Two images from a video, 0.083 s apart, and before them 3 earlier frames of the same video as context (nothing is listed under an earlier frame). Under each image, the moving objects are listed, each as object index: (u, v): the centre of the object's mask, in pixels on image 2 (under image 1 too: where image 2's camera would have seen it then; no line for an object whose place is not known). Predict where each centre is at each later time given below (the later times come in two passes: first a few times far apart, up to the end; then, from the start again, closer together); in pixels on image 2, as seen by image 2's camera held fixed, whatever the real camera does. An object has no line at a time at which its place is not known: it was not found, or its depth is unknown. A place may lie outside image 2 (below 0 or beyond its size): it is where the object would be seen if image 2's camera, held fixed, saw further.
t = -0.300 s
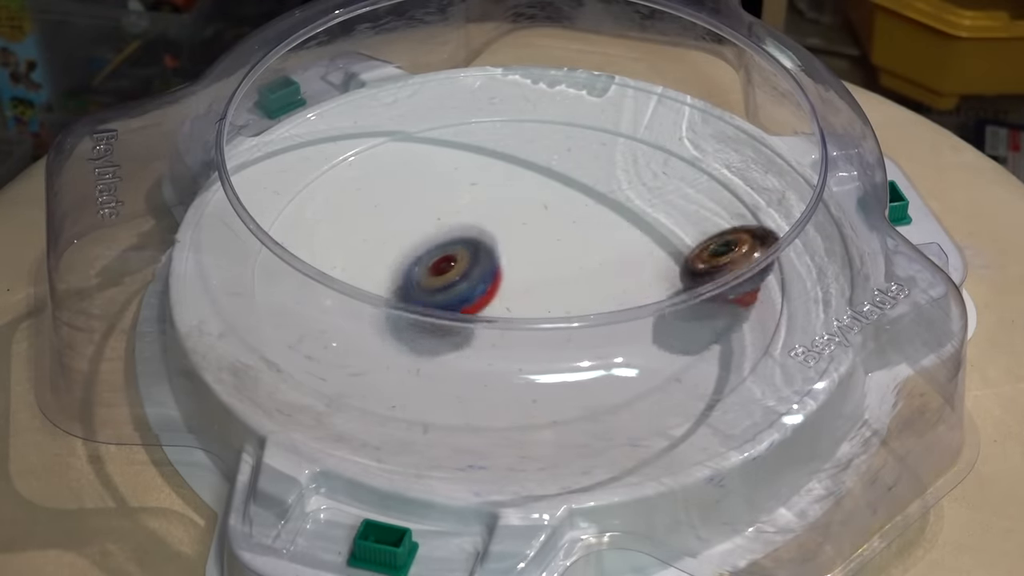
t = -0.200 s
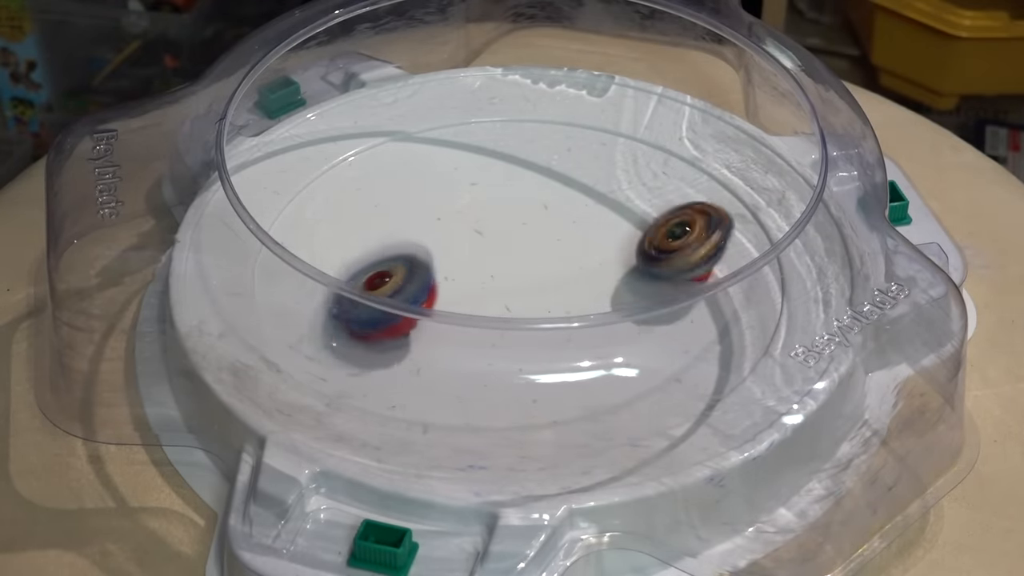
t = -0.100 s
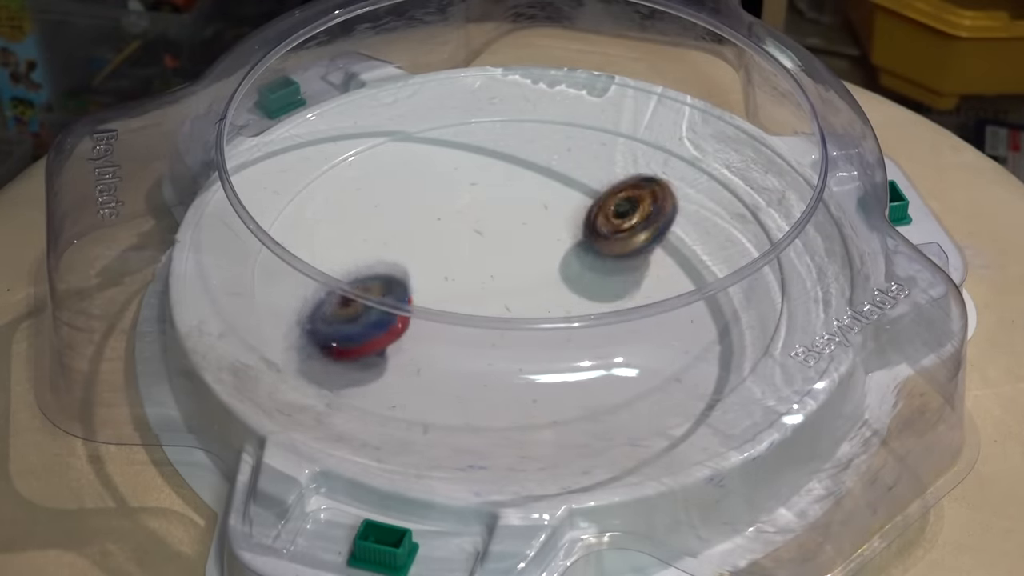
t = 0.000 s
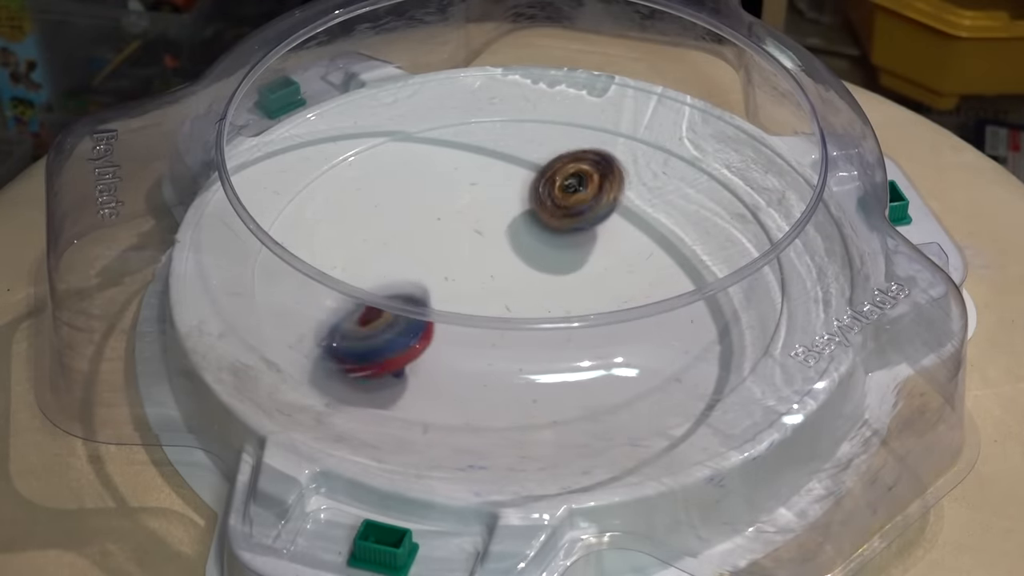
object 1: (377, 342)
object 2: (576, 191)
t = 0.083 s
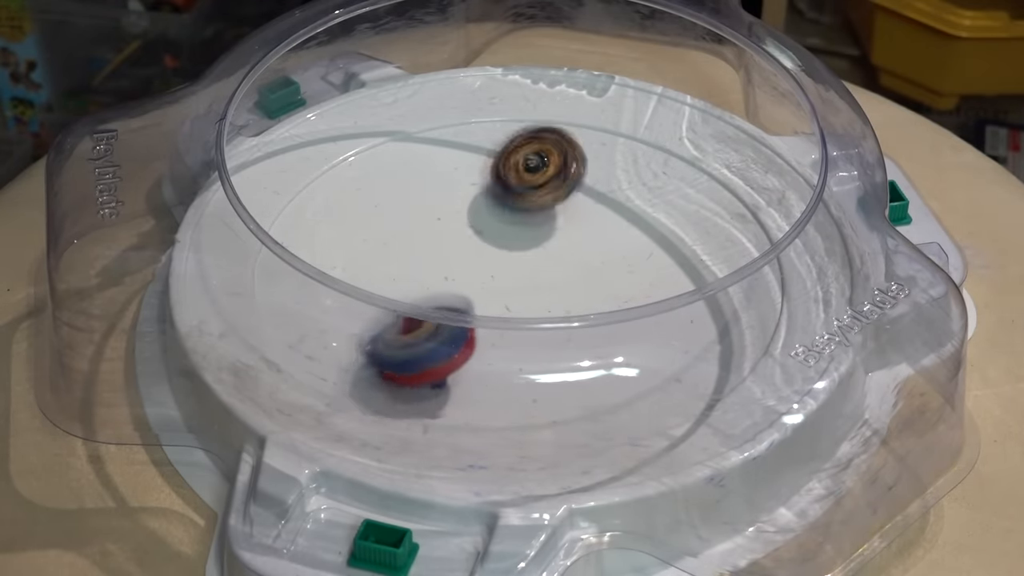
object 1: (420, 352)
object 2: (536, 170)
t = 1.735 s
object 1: (485, 203)
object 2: (609, 201)
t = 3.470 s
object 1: (594, 174)
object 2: (352, 255)
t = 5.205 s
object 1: (383, 315)
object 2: (525, 286)
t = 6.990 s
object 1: (623, 266)
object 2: (508, 285)
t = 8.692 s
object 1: (594, 274)
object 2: (490, 264)
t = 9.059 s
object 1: (683, 320)
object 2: (372, 198)
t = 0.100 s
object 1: (430, 353)
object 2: (528, 166)
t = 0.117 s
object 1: (441, 353)
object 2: (521, 163)
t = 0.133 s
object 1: (452, 354)
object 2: (514, 158)
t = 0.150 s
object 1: (468, 344)
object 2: (506, 157)
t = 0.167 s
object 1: (479, 343)
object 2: (499, 155)
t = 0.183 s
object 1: (485, 354)
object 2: (493, 152)
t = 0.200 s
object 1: (500, 345)
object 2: (486, 153)
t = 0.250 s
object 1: (531, 332)
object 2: (470, 154)
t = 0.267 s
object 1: (540, 330)
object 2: (465, 155)
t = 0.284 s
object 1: (549, 326)
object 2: (460, 157)
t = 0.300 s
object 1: (558, 322)
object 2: (456, 160)
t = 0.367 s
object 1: (582, 307)
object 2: (439, 174)
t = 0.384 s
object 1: (587, 302)
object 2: (435, 180)
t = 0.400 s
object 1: (587, 290)
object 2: (432, 185)
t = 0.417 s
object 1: (590, 288)
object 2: (429, 191)
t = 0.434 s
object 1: (590, 285)
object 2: (425, 198)
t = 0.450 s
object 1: (590, 283)
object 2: (423, 204)
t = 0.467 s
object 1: (589, 281)
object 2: (419, 210)
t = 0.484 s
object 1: (587, 280)
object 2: (416, 217)
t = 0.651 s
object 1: (524, 266)
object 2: (387, 273)
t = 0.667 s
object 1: (514, 266)
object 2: (382, 289)
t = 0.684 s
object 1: (504, 265)
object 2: (382, 295)
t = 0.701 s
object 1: (494, 265)
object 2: (385, 298)
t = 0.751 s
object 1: (462, 265)
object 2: (386, 323)
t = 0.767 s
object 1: (452, 265)
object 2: (388, 335)
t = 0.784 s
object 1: (442, 266)
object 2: (393, 339)
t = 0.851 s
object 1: (403, 268)
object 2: (412, 350)
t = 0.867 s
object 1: (395, 267)
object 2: (419, 353)
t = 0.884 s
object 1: (387, 267)
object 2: (426, 356)
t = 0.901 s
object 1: (381, 269)
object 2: (432, 358)
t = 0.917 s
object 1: (375, 269)
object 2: (441, 360)
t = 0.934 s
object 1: (365, 275)
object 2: (449, 362)
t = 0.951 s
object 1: (359, 278)
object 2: (457, 363)
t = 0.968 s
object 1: (354, 282)
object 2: (466, 365)
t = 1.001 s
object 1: (349, 286)
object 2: (483, 367)
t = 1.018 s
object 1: (343, 294)
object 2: (493, 367)
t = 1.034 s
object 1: (344, 295)
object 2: (502, 368)
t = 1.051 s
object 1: (342, 298)
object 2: (513, 366)
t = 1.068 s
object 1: (342, 301)
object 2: (523, 366)
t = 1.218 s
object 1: (375, 331)
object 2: (604, 348)
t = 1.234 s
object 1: (382, 333)
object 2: (616, 346)
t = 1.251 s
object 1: (391, 335)
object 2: (619, 341)
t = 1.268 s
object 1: (398, 337)
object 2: (628, 331)
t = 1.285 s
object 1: (408, 331)
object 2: (635, 326)
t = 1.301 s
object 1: (416, 332)
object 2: (641, 317)
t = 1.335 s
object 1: (432, 328)
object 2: (651, 307)
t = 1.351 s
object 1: (440, 326)
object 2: (657, 298)
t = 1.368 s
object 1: (446, 324)
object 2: (662, 291)
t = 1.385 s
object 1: (458, 315)
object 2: (664, 284)
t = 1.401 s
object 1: (462, 313)
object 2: (664, 280)
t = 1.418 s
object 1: (470, 309)
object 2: (664, 270)
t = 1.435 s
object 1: (477, 304)
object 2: (666, 266)
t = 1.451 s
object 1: (482, 292)
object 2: (666, 262)
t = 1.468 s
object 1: (487, 289)
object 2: (666, 259)
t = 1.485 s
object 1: (492, 286)
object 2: (665, 253)
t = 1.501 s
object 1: (497, 282)
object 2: (664, 248)
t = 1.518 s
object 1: (501, 279)
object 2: (661, 243)
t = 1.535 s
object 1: (504, 274)
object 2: (659, 237)
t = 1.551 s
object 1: (507, 267)
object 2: (655, 232)
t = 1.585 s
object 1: (511, 255)
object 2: (648, 223)
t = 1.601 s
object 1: (512, 249)
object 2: (643, 219)
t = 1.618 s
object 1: (513, 243)
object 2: (637, 216)
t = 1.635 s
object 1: (513, 237)
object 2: (633, 213)
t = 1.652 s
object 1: (513, 231)
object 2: (626, 209)
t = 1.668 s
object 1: (513, 226)
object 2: (619, 208)
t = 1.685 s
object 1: (508, 220)
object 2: (615, 206)
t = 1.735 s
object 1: (485, 203)
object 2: (609, 201)
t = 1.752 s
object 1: (478, 199)
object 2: (604, 200)
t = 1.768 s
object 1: (470, 195)
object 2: (599, 201)
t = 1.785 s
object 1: (463, 191)
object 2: (593, 202)
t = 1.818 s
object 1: (449, 184)
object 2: (579, 204)
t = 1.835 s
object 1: (443, 181)
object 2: (572, 205)
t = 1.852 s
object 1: (437, 180)
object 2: (564, 207)
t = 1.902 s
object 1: (419, 177)
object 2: (537, 212)
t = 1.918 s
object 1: (415, 176)
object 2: (526, 216)
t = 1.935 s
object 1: (411, 176)
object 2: (517, 218)
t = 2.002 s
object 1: (392, 178)
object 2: (482, 231)
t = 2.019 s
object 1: (385, 178)
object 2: (475, 236)
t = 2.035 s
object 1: (381, 178)
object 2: (470, 240)
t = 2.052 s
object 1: (377, 179)
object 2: (462, 243)
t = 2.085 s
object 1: (370, 183)
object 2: (449, 252)
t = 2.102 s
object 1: (367, 185)
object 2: (442, 255)
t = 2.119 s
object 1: (365, 187)
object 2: (436, 260)
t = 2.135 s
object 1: (364, 190)
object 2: (431, 264)
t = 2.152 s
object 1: (364, 193)
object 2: (427, 267)
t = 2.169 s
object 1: (365, 195)
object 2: (423, 270)
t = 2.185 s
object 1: (366, 198)
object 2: (419, 274)
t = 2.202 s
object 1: (368, 200)
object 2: (416, 275)
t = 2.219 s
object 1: (372, 203)
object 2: (413, 277)
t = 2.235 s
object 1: (376, 207)
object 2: (411, 280)
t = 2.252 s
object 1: (381, 209)
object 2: (409, 281)
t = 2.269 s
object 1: (387, 212)
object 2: (408, 282)
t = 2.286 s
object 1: (394, 215)
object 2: (405, 300)
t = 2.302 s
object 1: (401, 218)
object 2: (407, 304)
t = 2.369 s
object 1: (432, 227)
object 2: (415, 316)
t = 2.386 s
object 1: (440, 229)
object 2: (418, 320)
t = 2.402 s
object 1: (449, 231)
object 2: (423, 322)
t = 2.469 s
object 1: (485, 237)
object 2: (444, 331)
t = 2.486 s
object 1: (494, 238)
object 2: (451, 335)
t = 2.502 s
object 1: (504, 239)
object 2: (457, 334)
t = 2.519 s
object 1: (514, 237)
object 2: (465, 335)
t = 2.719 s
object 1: (595, 230)
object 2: (562, 329)
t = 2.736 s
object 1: (598, 229)
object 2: (572, 328)
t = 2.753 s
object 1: (602, 228)
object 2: (578, 320)
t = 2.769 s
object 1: (605, 228)
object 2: (586, 316)
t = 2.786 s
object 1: (608, 225)
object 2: (595, 314)
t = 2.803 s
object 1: (609, 225)
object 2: (602, 309)
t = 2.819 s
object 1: (611, 223)
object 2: (607, 303)
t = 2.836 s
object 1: (613, 221)
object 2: (612, 299)
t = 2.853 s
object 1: (614, 221)
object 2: (616, 289)
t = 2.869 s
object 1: (615, 217)
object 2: (618, 296)
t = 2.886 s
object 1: (617, 213)
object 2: (620, 285)
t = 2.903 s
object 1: (617, 209)
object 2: (621, 286)
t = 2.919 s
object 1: (617, 206)
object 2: (622, 284)
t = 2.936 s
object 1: (617, 203)
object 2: (621, 282)
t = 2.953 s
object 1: (616, 199)
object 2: (620, 281)
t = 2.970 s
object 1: (615, 195)
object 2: (620, 280)
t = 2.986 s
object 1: (614, 194)
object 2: (617, 279)
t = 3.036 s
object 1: (608, 188)
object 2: (608, 276)
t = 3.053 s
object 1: (607, 186)
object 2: (603, 275)
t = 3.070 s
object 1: (604, 185)
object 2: (600, 273)
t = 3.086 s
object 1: (602, 184)
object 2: (596, 271)
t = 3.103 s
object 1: (599, 184)
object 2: (591, 268)
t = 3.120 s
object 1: (598, 183)
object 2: (586, 266)
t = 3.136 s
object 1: (596, 183)
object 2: (582, 262)
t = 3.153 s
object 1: (598, 182)
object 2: (573, 262)
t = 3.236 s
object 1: (618, 159)
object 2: (504, 274)
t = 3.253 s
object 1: (620, 157)
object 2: (490, 274)
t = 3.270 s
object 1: (620, 155)
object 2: (478, 274)
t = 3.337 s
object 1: (617, 152)
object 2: (428, 270)
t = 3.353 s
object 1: (615, 153)
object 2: (415, 269)
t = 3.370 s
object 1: (612, 154)
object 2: (404, 268)
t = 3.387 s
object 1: (610, 156)
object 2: (393, 265)
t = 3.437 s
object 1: (601, 165)
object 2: (365, 257)
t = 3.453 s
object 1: (597, 169)
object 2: (357, 256)
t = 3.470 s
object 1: (594, 174)
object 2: (352, 255)
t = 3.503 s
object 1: (588, 185)
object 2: (343, 253)
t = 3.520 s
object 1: (585, 193)
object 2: (341, 252)
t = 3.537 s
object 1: (582, 200)
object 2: (336, 260)
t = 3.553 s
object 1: (580, 207)
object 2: (336, 260)
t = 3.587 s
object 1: (577, 222)
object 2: (340, 261)
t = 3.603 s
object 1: (575, 231)
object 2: (343, 258)
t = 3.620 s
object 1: (574, 239)
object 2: (345, 264)
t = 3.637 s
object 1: (573, 247)
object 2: (348, 264)
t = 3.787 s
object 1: (573, 305)
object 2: (407, 272)
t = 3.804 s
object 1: (575, 311)
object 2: (417, 274)
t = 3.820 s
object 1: (577, 315)
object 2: (427, 277)
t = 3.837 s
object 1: (577, 318)
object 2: (437, 280)
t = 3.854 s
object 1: (576, 318)
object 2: (448, 283)
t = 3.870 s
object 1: (581, 329)
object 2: (461, 286)
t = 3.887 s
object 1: (584, 330)
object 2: (472, 289)
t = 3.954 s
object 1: (607, 342)
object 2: (510, 292)
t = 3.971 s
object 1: (616, 352)
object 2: (517, 292)
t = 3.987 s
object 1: (621, 354)
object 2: (524, 292)
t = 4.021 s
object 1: (636, 354)
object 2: (539, 290)
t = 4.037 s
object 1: (637, 355)
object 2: (546, 289)
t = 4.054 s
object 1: (644, 354)
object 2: (553, 289)
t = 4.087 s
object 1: (651, 353)
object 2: (567, 286)
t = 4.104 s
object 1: (656, 352)
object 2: (573, 286)
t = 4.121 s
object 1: (658, 351)
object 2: (579, 284)
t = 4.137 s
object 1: (659, 350)
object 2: (585, 281)
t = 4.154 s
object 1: (660, 349)
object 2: (589, 281)
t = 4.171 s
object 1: (661, 349)
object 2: (594, 278)
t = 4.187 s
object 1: (661, 348)
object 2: (599, 276)
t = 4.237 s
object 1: (658, 346)
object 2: (607, 271)
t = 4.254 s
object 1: (655, 346)
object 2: (609, 268)
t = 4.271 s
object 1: (650, 345)
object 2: (608, 268)
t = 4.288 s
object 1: (647, 344)
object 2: (610, 263)
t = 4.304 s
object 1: (641, 336)
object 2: (609, 263)
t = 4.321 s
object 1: (638, 343)
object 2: (608, 261)
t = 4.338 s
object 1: (629, 334)
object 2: (606, 259)
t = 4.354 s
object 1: (622, 334)
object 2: (605, 257)
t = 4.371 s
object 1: (615, 332)
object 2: (604, 256)
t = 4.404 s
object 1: (598, 327)
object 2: (601, 252)
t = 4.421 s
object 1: (589, 328)
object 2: (599, 251)
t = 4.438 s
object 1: (580, 328)
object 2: (596, 249)
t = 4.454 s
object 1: (570, 316)
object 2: (594, 247)
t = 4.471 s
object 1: (561, 318)
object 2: (591, 248)
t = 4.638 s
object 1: (483, 304)
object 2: (542, 245)
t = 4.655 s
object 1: (477, 301)
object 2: (536, 246)
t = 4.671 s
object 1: (470, 302)
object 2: (530, 246)
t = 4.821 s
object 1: (422, 308)
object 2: (486, 253)
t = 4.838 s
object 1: (421, 308)
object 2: (483, 255)
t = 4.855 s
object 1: (410, 316)
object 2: (478, 258)
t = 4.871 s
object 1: (407, 315)
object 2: (477, 258)
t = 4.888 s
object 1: (407, 317)
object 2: (475, 259)
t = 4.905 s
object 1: (403, 317)
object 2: (475, 261)
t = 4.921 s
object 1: (399, 320)
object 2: (473, 263)
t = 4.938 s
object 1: (398, 320)
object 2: (472, 263)
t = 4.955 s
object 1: (397, 320)
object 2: (473, 266)
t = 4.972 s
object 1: (396, 321)
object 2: (474, 267)
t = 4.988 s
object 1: (395, 322)
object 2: (473, 268)
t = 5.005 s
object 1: (396, 321)
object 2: (475, 270)
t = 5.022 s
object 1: (395, 322)
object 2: (475, 273)
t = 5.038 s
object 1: (395, 322)
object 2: (477, 274)
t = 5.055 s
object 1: (394, 322)
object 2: (479, 276)
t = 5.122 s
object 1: (384, 322)
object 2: (500, 280)
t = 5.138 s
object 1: (382, 319)
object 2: (505, 282)
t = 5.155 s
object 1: (383, 319)
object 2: (510, 283)
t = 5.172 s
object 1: (382, 318)
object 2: (515, 283)
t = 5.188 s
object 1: (382, 315)
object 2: (520, 285)
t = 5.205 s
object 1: (383, 315)
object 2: (525, 286)
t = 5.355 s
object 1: (402, 290)
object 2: (562, 286)
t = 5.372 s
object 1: (405, 287)
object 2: (565, 286)
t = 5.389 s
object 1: (410, 277)
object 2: (567, 285)
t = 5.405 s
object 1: (413, 276)
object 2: (569, 283)
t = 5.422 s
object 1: (416, 275)
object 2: (572, 283)
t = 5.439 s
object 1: (418, 273)
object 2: (573, 282)
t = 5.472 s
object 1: (425, 269)
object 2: (574, 280)
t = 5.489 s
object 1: (430, 266)
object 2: (575, 278)
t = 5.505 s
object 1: (432, 263)
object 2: (574, 277)
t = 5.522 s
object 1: (436, 260)
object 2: (575, 275)
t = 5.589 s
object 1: (449, 246)
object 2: (570, 271)
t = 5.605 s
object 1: (452, 242)
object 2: (570, 269)
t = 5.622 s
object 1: (455, 239)
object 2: (568, 268)
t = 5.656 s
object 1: (460, 233)
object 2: (564, 267)
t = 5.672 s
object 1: (464, 229)
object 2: (563, 265)
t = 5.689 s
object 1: (465, 224)
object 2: (561, 265)
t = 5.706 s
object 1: (466, 219)
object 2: (561, 265)
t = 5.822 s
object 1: (465, 192)
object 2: (554, 269)
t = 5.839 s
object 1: (465, 189)
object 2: (553, 269)
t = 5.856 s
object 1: (467, 186)
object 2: (551, 271)
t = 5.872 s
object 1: (467, 184)
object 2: (549, 272)
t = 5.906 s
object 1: (470, 180)
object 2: (542, 274)
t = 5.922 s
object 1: (472, 179)
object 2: (541, 274)
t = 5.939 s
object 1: (472, 178)
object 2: (538, 275)
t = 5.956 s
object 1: (476, 177)
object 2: (536, 277)
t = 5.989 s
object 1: (478, 176)
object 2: (531, 279)
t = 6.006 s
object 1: (480, 175)
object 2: (528, 280)
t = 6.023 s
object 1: (482, 176)
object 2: (527, 280)
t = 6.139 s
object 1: (501, 182)
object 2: (521, 288)
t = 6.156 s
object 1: (504, 184)
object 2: (520, 289)
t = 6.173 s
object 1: (508, 185)
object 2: (520, 289)
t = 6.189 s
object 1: (512, 187)
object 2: (521, 290)
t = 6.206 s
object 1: (514, 189)
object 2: (522, 291)
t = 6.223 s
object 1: (519, 192)
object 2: (523, 292)
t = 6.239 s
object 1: (521, 194)
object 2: (523, 292)
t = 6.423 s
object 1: (567, 223)
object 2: (527, 292)
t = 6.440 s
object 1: (574, 225)
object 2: (528, 291)
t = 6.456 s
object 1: (578, 228)
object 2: (528, 290)
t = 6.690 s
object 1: (633, 241)
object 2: (523, 286)
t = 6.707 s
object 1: (634, 241)
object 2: (521, 285)
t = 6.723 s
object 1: (632, 242)
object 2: (519, 285)
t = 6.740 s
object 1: (635, 243)
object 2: (520, 284)
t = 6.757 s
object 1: (636, 244)
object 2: (518, 284)
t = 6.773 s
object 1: (634, 245)
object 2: (516, 283)
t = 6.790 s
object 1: (635, 246)
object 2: (515, 283)
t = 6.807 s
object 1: (634, 248)
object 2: (515, 283)
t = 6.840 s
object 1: (633, 250)
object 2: (511, 283)
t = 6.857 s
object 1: (633, 252)
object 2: (510, 284)
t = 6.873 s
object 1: (631, 255)
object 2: (511, 283)
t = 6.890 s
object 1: (629, 256)
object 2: (510, 284)
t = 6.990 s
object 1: (623, 266)
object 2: (508, 285)
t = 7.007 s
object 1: (620, 268)
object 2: (509, 285)
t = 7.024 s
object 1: (618, 271)
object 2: (509, 286)
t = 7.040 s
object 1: (617, 273)
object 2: (508, 286)
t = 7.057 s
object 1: (616, 274)
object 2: (509, 286)
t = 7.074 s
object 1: (616, 275)
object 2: (509, 286)
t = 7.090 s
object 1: (616, 277)
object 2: (507, 285)
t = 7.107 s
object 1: (619, 278)
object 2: (504, 285)
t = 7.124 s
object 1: (622, 279)
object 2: (502, 285)
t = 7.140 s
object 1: (624, 280)
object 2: (501, 284)
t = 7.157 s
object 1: (628, 290)
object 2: (498, 286)
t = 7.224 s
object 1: (638, 300)
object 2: (497, 285)
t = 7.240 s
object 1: (640, 302)
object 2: (495, 285)
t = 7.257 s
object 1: (643, 302)
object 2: (496, 285)
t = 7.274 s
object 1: (645, 304)
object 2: (496, 284)
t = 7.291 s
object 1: (648, 305)
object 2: (494, 284)
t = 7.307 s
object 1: (649, 305)
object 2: (492, 284)
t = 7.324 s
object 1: (652, 305)
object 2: (492, 283)
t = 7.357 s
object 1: (656, 304)
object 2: (491, 284)
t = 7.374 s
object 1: (657, 304)
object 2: (491, 283)
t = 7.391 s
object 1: (657, 302)
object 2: (492, 283)
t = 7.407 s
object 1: (657, 303)
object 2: (493, 283)
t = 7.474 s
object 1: (648, 300)
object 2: (493, 283)
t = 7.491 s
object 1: (643, 299)
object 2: (492, 283)
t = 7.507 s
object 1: (637, 298)
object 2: (492, 281)
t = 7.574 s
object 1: (610, 297)
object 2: (495, 281)
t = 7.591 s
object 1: (604, 299)
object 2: (495, 282)
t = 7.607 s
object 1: (612, 306)
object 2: (479, 280)
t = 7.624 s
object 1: (621, 310)
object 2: (463, 273)
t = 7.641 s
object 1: (630, 321)
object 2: (452, 263)
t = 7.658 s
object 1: (639, 325)
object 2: (440, 253)
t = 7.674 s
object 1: (648, 328)
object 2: (430, 248)
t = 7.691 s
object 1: (657, 332)
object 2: (418, 244)
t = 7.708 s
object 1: (668, 340)
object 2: (412, 238)
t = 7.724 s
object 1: (675, 340)
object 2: (406, 231)
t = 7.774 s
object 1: (693, 338)
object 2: (395, 221)
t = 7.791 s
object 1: (700, 335)
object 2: (394, 217)
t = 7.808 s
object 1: (705, 332)
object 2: (393, 217)
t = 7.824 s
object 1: (710, 329)
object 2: (394, 218)
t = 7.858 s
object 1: (716, 322)
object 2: (398, 219)
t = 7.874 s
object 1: (717, 319)
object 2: (400, 220)
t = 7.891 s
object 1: (710, 307)
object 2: (403, 220)
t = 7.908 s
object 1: (703, 300)
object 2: (406, 220)
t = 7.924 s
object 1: (695, 288)
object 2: (409, 220)
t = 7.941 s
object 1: (686, 288)
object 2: (413, 222)
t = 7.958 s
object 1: (674, 281)
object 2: (416, 224)
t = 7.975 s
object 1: (660, 273)
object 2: (419, 225)
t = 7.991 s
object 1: (649, 273)
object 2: (422, 226)
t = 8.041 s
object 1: (603, 272)
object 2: (432, 231)
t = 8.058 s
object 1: (586, 271)
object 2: (436, 234)
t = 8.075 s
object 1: (568, 270)
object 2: (442, 236)
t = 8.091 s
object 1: (551, 269)
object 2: (447, 240)
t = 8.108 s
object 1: (546, 272)
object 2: (441, 240)
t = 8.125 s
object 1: (559, 278)
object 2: (420, 232)
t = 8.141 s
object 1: (569, 283)
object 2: (403, 221)
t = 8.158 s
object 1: (580, 288)
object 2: (387, 212)
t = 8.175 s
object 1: (591, 305)
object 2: (373, 207)
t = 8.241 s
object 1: (633, 336)
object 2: (337, 190)
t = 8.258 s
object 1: (646, 346)
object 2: (334, 188)
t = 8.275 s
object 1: (651, 344)
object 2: (333, 185)
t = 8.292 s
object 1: (662, 350)
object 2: (333, 184)
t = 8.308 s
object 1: (670, 349)
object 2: (335, 184)
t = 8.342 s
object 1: (690, 350)
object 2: (339, 184)
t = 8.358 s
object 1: (696, 349)
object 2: (342, 187)
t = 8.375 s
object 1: (705, 349)
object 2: (347, 189)
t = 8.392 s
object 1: (711, 348)
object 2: (352, 191)
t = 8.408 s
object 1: (717, 346)
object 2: (356, 192)
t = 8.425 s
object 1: (723, 342)
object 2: (363, 195)
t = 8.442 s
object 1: (728, 340)
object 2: (369, 198)
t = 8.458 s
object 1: (733, 335)
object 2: (376, 202)
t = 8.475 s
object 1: (736, 330)
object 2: (383, 206)
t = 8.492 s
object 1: (736, 326)
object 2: (390, 209)
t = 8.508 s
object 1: (735, 322)
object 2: (398, 212)
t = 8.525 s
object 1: (732, 319)
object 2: (406, 216)
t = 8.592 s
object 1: (691, 291)
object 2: (439, 236)
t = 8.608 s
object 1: (677, 284)
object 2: (448, 242)
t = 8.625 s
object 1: (658, 276)
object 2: (458, 247)
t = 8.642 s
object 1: (644, 275)
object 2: (467, 252)
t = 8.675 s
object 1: (610, 274)
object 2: (484, 260)
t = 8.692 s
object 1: (594, 274)
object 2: (490, 264)
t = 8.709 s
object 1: (603, 277)
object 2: (469, 254)
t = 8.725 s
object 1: (614, 277)
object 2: (452, 244)
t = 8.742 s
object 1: (624, 281)
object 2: (432, 239)
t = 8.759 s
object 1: (635, 294)
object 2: (414, 232)
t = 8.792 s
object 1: (649, 304)
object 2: (384, 217)
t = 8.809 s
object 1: (654, 308)
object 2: (375, 210)
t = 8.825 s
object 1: (662, 312)
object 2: (362, 208)
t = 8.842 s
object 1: (669, 316)
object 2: (356, 205)
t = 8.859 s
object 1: (671, 319)
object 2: (351, 198)
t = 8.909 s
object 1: (687, 327)
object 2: (345, 191)
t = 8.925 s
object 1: (693, 334)
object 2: (345, 190)
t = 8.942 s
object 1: (693, 326)
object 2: (346, 189)
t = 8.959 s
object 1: (699, 332)
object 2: (348, 190)
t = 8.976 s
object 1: (698, 332)
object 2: (351, 190)
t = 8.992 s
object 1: (699, 332)
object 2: (353, 191)
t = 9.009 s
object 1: (695, 324)
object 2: (357, 192)
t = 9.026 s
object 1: (694, 323)
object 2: (363, 194)
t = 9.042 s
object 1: (690, 322)
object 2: (368, 197)
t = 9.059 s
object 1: (683, 320)
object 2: (372, 198)
